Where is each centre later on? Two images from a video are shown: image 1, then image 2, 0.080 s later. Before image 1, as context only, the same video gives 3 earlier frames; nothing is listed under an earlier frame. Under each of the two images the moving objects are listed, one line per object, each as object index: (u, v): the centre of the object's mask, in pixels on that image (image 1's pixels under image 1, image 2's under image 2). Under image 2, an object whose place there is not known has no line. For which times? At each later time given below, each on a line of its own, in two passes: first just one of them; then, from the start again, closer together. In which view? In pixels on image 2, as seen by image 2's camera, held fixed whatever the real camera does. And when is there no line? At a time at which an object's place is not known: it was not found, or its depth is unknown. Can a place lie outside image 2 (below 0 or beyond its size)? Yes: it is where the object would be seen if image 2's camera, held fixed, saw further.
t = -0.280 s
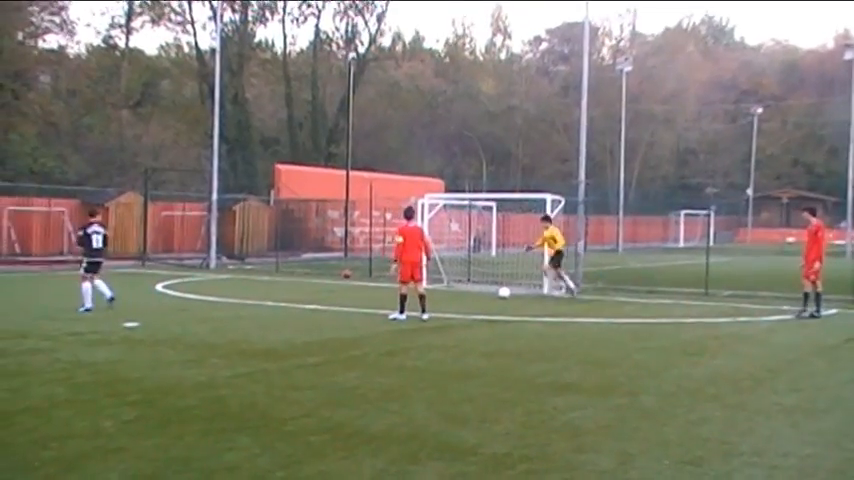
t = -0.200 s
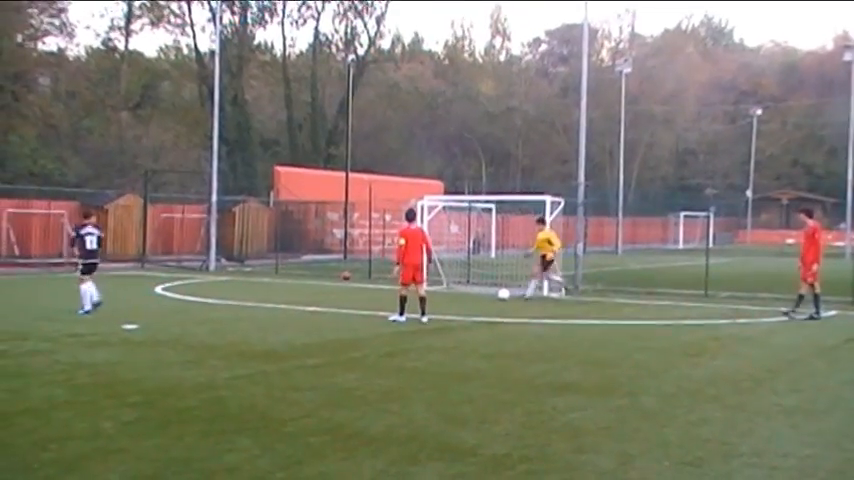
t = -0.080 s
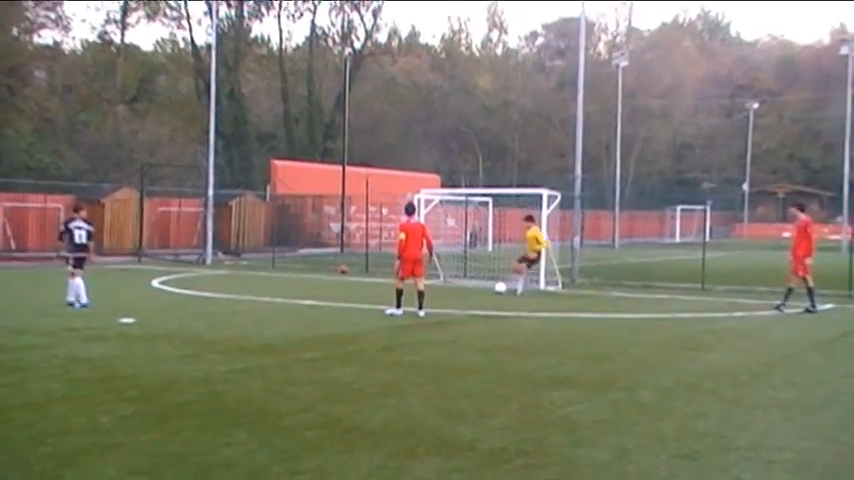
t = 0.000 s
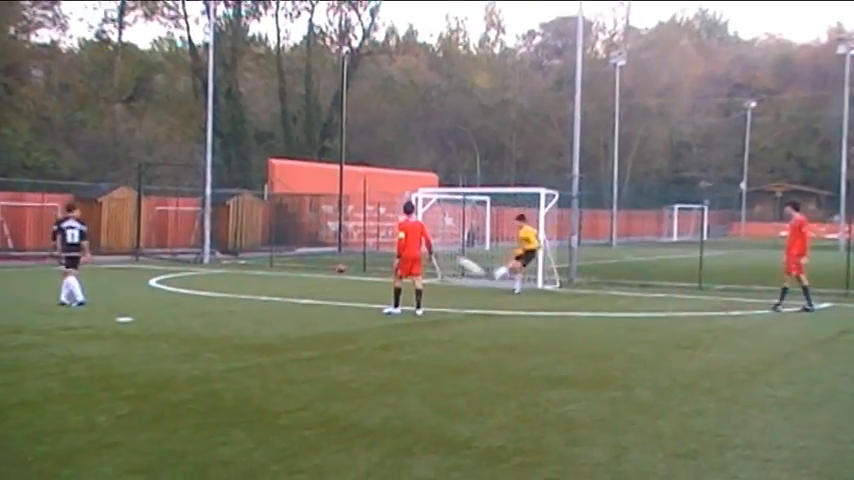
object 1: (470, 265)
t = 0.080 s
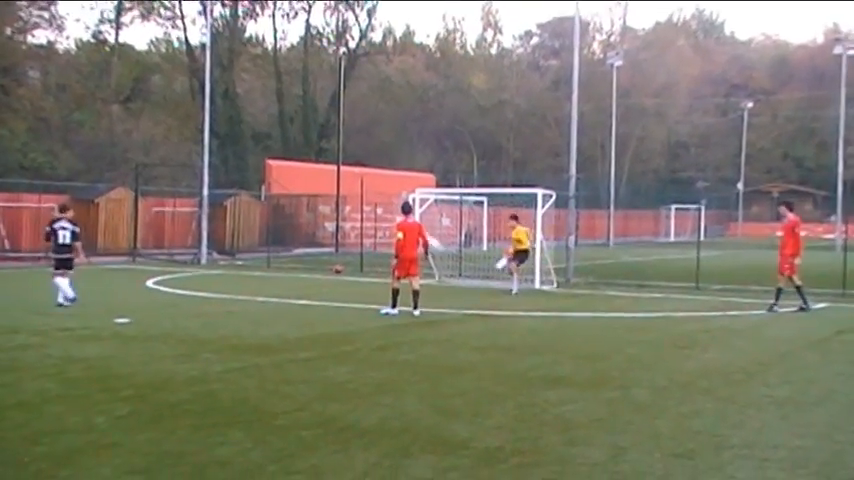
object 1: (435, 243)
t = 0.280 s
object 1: (321, 175)
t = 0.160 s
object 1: (387, 212)
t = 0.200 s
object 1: (367, 201)
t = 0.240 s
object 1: (343, 187)
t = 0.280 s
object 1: (321, 175)
